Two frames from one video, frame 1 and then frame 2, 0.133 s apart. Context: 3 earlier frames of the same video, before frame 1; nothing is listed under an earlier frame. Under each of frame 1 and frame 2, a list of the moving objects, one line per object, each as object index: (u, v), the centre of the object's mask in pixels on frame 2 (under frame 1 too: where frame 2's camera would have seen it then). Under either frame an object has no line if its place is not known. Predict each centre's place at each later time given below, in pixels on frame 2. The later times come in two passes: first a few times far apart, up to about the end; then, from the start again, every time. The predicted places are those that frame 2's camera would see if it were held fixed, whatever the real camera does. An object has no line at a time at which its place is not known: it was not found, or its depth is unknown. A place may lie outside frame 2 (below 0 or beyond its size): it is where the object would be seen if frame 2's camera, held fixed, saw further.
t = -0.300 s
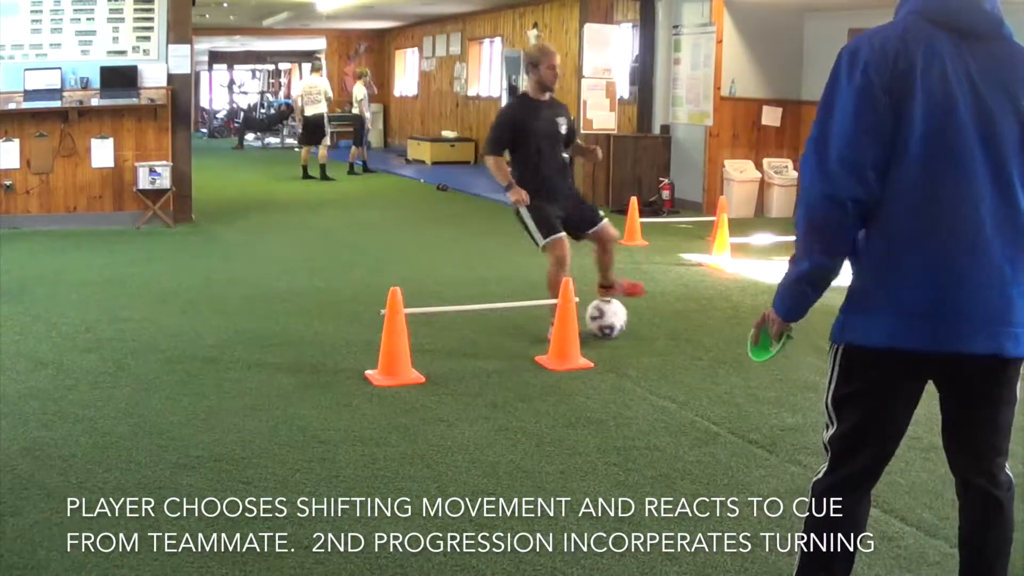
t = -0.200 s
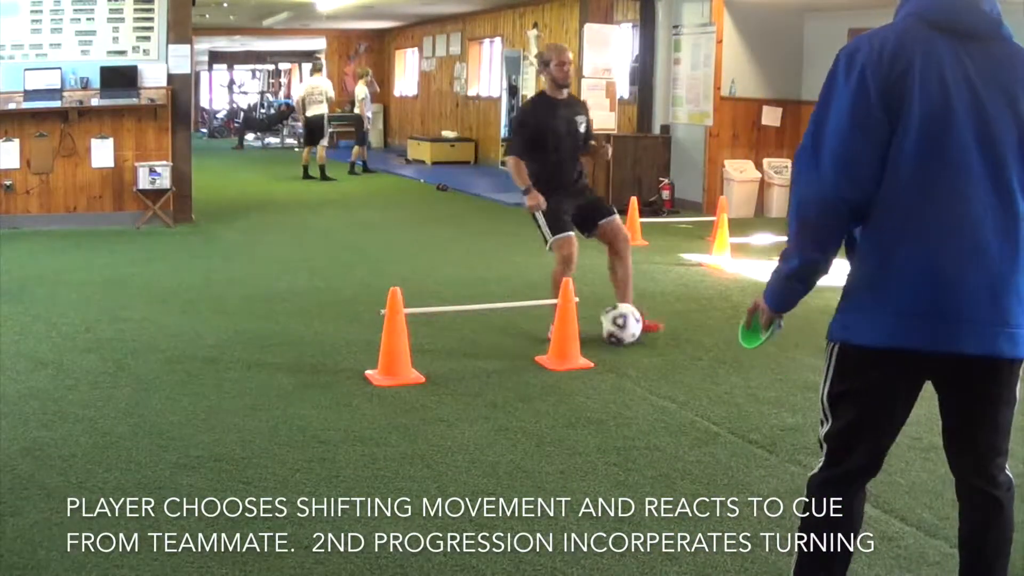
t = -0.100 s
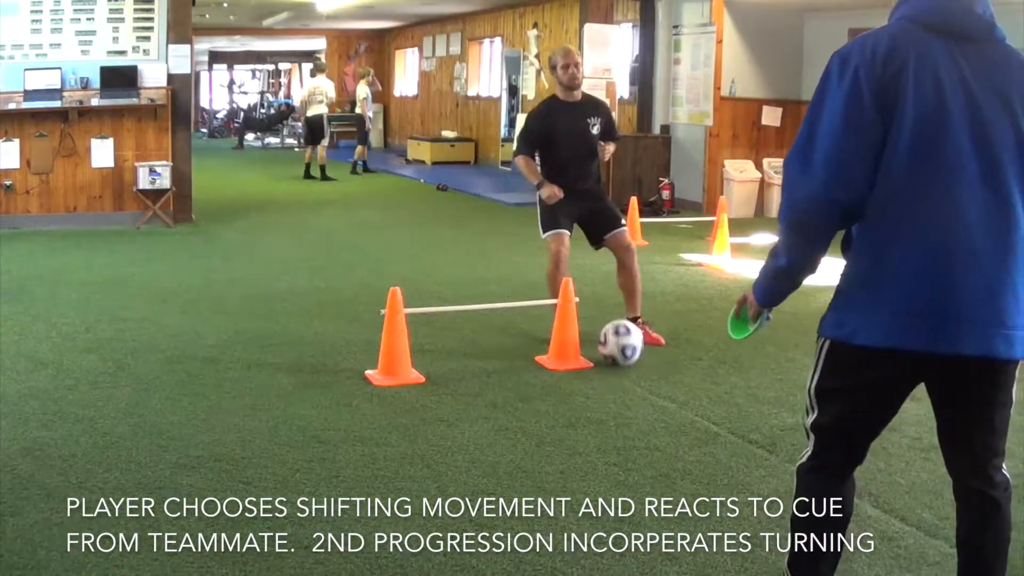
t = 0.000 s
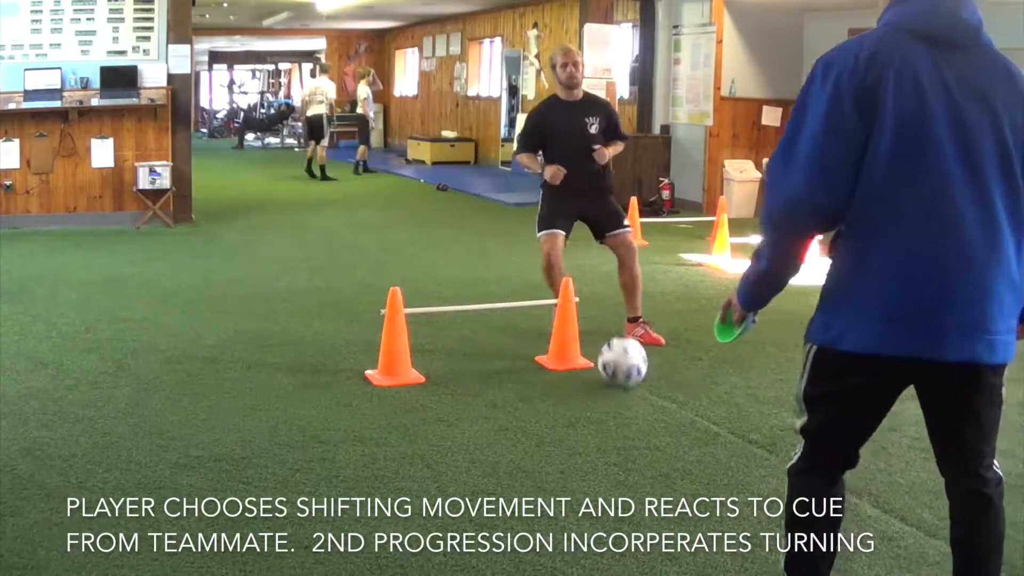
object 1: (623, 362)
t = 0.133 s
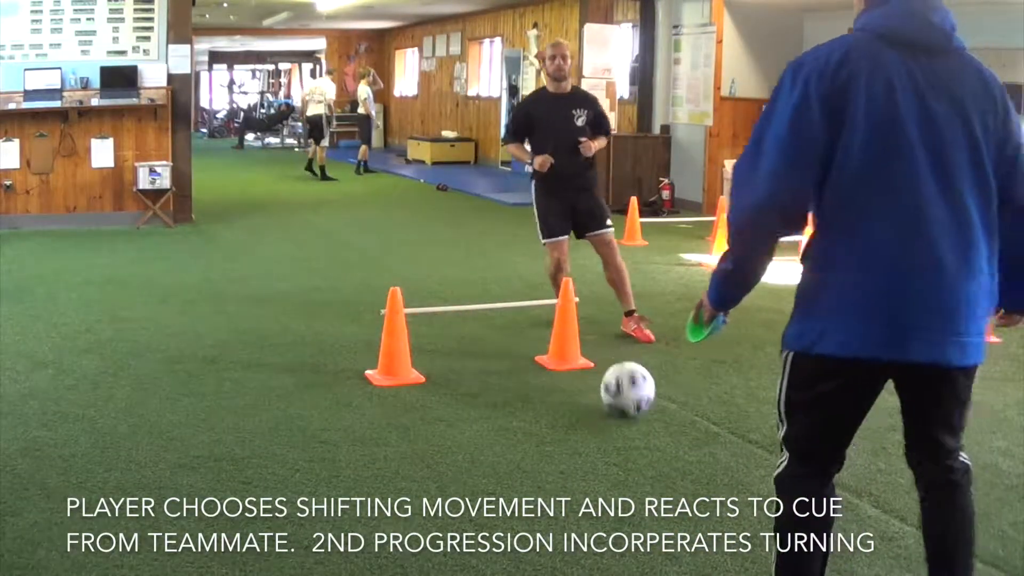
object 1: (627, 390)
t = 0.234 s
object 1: (634, 410)
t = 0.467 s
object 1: (653, 466)
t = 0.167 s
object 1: (629, 396)
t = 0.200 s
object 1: (632, 403)
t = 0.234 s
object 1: (634, 410)
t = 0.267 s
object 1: (636, 418)
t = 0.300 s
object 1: (638, 425)
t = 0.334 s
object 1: (640, 432)
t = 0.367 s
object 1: (644, 440)
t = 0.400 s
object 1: (646, 449)
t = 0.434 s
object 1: (649, 459)
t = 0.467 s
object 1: (653, 466)
